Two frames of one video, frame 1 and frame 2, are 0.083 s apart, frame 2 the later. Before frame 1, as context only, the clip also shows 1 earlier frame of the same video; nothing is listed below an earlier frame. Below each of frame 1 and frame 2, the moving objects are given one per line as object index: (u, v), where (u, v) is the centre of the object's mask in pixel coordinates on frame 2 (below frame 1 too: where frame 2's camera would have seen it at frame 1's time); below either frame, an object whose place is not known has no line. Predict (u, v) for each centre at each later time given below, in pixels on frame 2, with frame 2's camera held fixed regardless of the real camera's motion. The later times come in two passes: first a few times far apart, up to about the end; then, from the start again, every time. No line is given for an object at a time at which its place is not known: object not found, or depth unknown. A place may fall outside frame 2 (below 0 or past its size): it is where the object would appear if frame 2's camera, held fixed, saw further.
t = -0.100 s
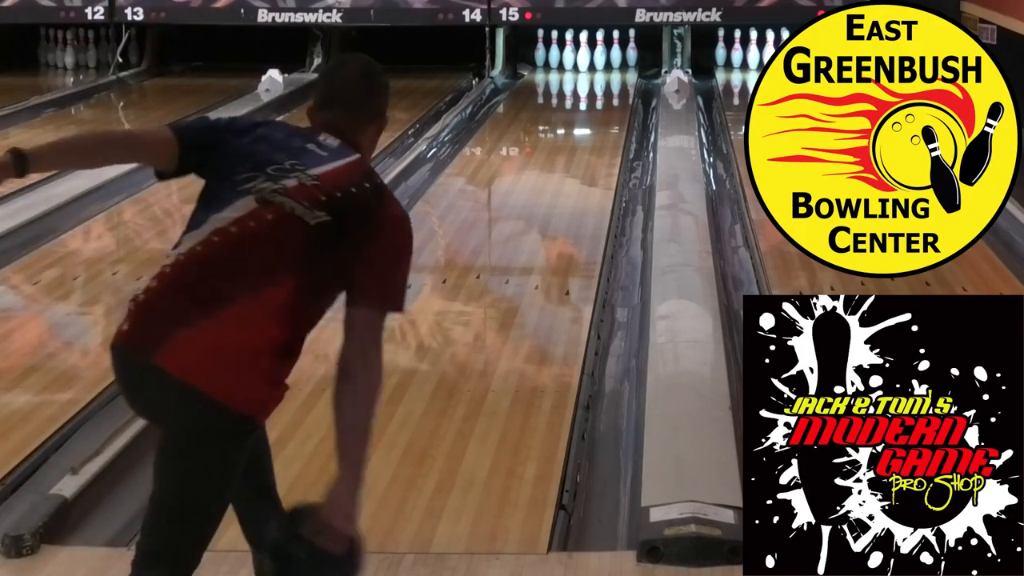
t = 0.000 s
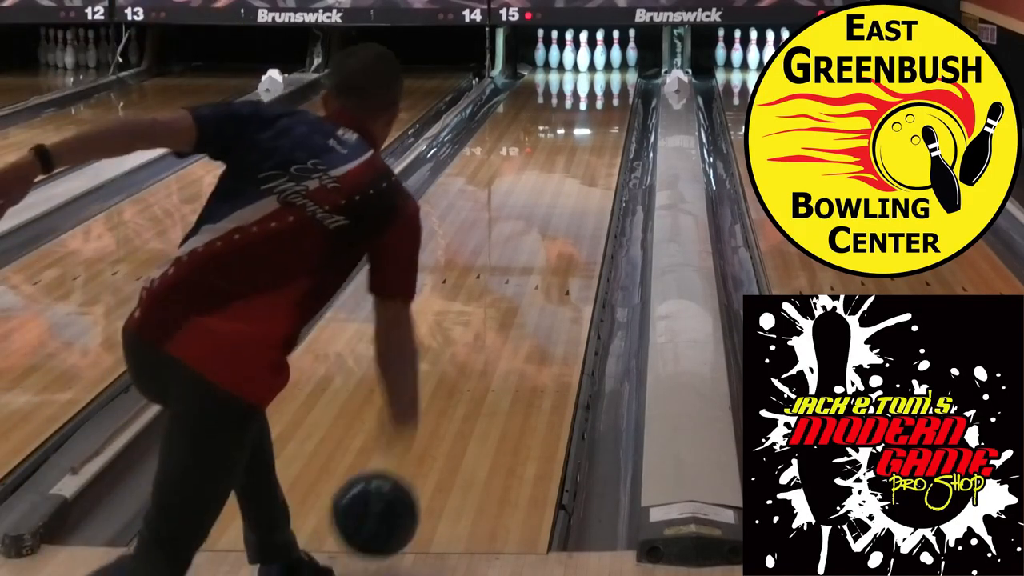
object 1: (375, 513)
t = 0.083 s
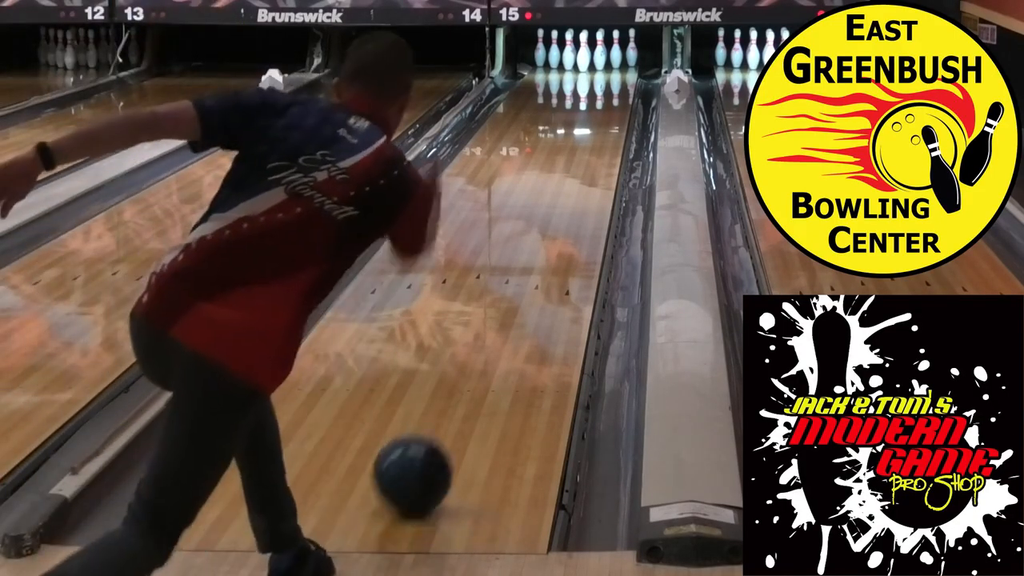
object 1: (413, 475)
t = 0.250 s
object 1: (466, 382)
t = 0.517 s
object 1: (523, 283)
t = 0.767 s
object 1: (557, 221)
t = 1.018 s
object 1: (580, 177)
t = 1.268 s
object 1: (595, 145)
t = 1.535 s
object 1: (604, 118)
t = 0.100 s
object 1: (419, 463)
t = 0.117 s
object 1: (425, 452)
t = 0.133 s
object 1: (431, 443)
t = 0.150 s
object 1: (436, 435)
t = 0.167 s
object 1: (442, 425)
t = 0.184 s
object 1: (447, 416)
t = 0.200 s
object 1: (452, 407)
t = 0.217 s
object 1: (457, 398)
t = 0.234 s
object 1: (462, 391)
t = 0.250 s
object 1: (466, 382)
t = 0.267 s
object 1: (471, 375)
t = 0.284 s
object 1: (475, 368)
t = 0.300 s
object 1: (479, 360)
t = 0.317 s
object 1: (483, 353)
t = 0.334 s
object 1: (487, 346)
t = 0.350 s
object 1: (491, 339)
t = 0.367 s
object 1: (495, 333)
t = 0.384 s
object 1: (498, 327)
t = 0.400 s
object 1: (502, 321)
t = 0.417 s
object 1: (505, 315)
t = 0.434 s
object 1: (508, 309)
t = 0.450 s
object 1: (511, 304)
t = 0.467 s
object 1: (514, 299)
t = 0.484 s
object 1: (517, 294)
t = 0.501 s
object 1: (520, 288)
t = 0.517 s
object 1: (523, 283)
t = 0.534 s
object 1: (525, 279)
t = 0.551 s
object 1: (528, 274)
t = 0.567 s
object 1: (531, 269)
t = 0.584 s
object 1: (533, 264)
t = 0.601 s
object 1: (536, 260)
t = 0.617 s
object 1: (538, 256)
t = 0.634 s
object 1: (540, 252)
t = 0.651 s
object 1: (543, 247)
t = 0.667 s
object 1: (545, 244)
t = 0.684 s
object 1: (547, 240)
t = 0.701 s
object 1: (549, 236)
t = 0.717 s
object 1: (551, 232)
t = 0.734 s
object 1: (553, 228)
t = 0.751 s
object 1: (555, 225)
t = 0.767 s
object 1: (557, 221)
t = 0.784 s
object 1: (558, 218)
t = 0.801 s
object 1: (560, 215)
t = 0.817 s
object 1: (562, 211)
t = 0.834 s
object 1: (564, 208)
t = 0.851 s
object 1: (565, 205)
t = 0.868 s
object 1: (567, 202)
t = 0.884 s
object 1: (568, 199)
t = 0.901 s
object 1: (570, 196)
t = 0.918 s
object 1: (571, 193)
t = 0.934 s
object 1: (573, 190)
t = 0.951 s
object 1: (574, 187)
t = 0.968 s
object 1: (576, 185)
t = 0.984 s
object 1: (577, 182)
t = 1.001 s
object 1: (578, 180)
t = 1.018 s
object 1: (580, 177)
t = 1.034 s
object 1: (581, 175)
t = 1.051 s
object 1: (582, 172)
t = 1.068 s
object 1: (583, 170)
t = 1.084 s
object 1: (584, 168)
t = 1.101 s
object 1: (585, 166)
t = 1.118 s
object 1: (586, 163)
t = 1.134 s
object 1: (588, 161)
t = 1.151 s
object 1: (588, 159)
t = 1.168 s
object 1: (589, 157)
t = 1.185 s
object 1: (590, 155)
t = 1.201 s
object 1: (591, 153)
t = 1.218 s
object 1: (592, 151)
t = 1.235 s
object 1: (593, 149)
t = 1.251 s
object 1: (594, 147)
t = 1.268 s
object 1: (595, 145)
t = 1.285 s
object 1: (595, 143)
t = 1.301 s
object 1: (596, 141)
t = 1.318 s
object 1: (597, 139)
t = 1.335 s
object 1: (598, 138)
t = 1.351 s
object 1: (598, 136)
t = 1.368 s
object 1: (599, 134)
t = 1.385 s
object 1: (600, 132)
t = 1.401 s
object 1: (600, 130)
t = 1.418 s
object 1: (601, 129)
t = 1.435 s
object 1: (602, 127)
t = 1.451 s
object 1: (602, 125)
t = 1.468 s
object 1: (603, 124)
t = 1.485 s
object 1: (603, 123)
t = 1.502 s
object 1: (603, 121)
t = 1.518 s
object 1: (604, 120)
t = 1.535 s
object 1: (604, 118)
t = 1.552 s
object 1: (605, 116)
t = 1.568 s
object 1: (605, 115)
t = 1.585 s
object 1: (605, 113)
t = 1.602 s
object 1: (606, 113)
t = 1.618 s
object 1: (606, 111)
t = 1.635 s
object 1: (607, 110)
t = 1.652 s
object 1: (607, 109)
